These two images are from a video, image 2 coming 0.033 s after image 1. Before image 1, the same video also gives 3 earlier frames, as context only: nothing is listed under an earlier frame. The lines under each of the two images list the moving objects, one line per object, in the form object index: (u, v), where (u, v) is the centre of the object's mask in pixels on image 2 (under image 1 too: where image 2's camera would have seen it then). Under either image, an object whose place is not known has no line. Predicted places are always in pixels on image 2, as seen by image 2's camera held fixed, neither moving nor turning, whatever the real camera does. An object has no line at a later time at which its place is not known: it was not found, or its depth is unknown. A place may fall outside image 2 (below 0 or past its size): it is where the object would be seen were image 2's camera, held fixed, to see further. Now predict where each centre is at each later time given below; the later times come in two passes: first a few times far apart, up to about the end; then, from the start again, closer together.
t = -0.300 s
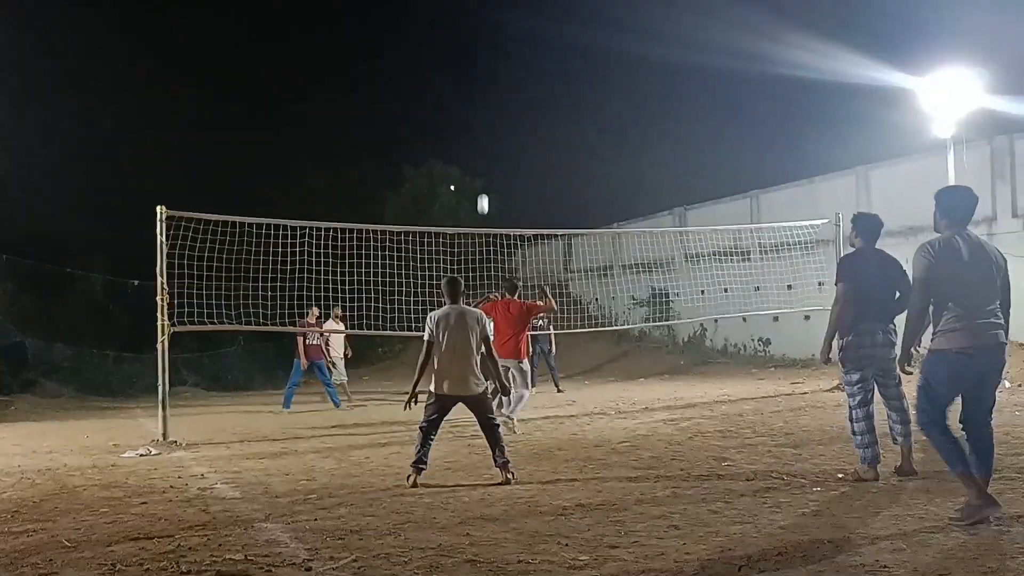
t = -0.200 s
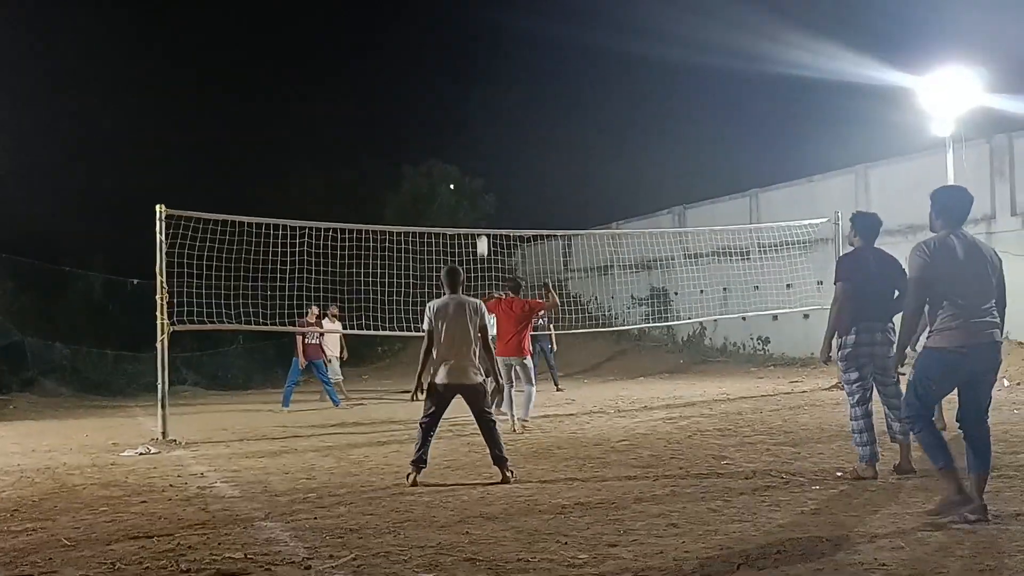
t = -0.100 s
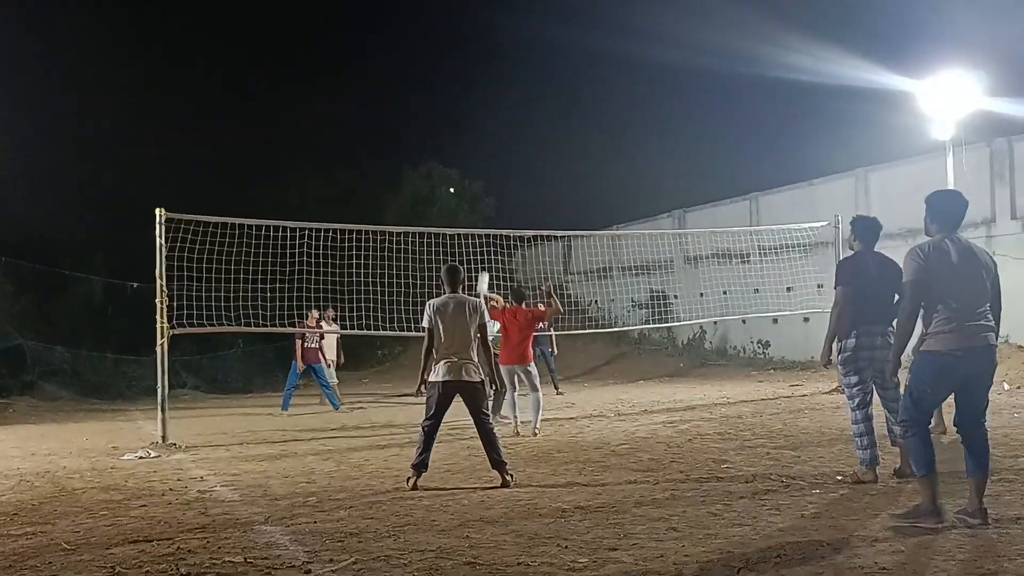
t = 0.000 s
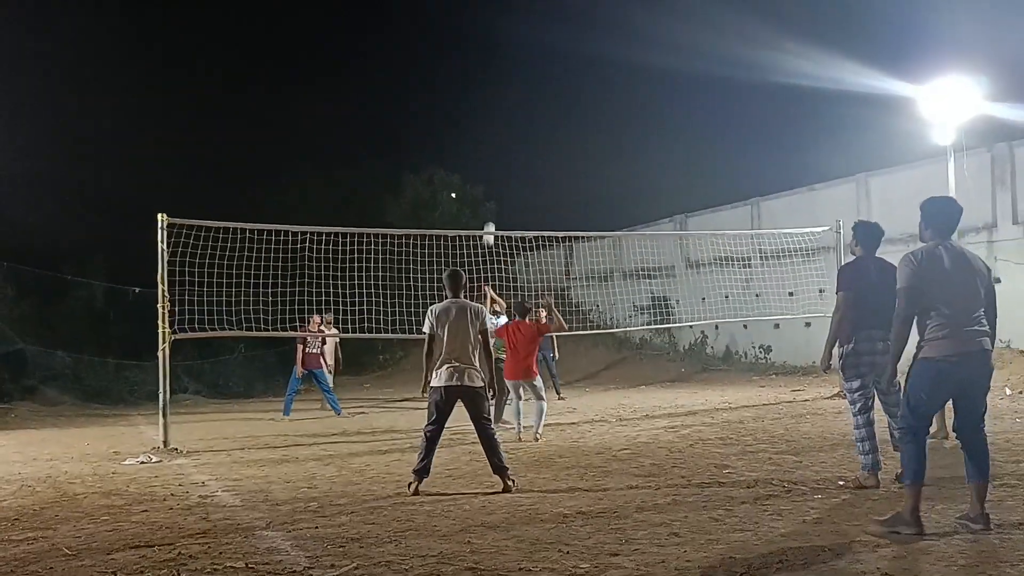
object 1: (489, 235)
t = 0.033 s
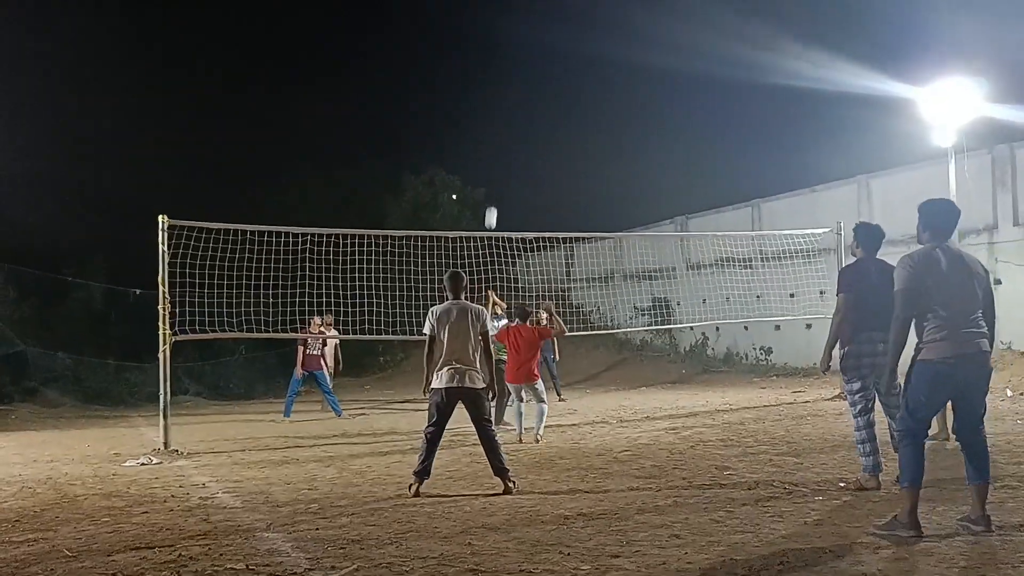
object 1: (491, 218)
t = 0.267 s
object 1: (503, 104)
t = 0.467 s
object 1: (514, 23)
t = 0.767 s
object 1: (535, -64)
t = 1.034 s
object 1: (560, -89)
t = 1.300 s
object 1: (595, -45)
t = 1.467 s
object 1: (624, 33)
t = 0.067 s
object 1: (492, 201)
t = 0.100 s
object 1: (494, 184)
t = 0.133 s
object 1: (495, 167)
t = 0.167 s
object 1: (497, 151)
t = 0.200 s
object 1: (499, 135)
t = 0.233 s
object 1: (501, 119)
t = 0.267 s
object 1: (503, 104)
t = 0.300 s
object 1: (506, 90)
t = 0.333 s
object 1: (508, 75)
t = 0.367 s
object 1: (510, 61)
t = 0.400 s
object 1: (512, 49)
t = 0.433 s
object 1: (513, 36)
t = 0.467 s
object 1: (514, 23)
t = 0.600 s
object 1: (522, -21)
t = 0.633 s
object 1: (525, -31)
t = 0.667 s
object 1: (527, -41)
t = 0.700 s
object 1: (530, -49)
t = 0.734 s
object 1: (532, -57)
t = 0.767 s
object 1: (535, -64)
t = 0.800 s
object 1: (538, -70)
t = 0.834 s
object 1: (541, -75)
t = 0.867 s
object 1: (544, -80)
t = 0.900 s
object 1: (546, -83)
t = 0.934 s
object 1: (550, -86)
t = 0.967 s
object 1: (553, -88)
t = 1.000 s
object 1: (556, -89)
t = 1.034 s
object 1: (560, -89)
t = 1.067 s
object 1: (563, -87)
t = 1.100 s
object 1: (567, -84)
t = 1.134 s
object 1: (571, -82)
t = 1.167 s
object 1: (576, -77)
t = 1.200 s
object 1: (580, -71)
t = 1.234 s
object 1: (585, -64)
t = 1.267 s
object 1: (590, -55)
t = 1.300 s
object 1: (595, -45)
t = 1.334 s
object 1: (601, -32)
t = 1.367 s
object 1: (607, -19)
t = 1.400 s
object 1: (612, -3)
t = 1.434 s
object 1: (618, 15)
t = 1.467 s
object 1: (624, 33)
